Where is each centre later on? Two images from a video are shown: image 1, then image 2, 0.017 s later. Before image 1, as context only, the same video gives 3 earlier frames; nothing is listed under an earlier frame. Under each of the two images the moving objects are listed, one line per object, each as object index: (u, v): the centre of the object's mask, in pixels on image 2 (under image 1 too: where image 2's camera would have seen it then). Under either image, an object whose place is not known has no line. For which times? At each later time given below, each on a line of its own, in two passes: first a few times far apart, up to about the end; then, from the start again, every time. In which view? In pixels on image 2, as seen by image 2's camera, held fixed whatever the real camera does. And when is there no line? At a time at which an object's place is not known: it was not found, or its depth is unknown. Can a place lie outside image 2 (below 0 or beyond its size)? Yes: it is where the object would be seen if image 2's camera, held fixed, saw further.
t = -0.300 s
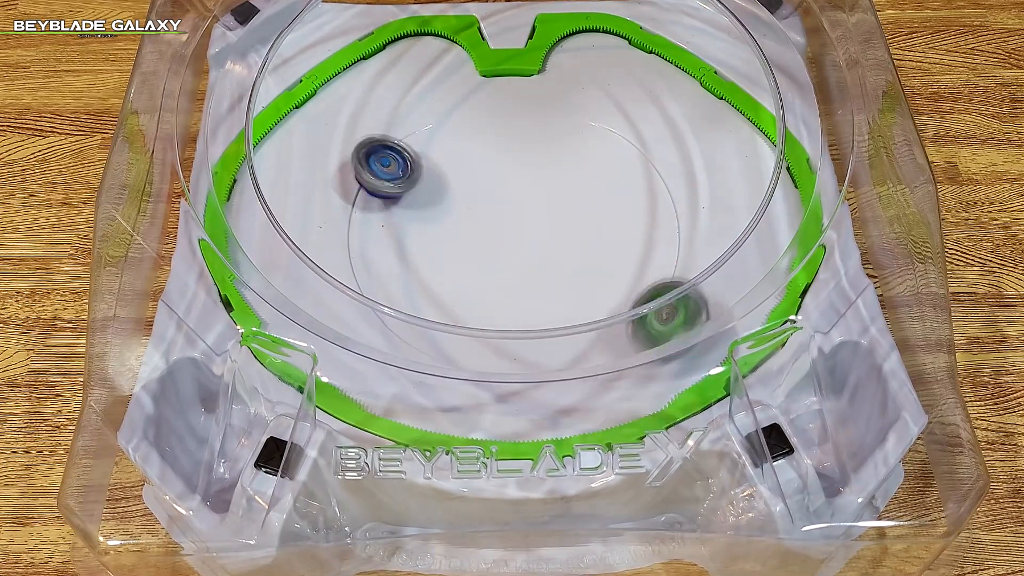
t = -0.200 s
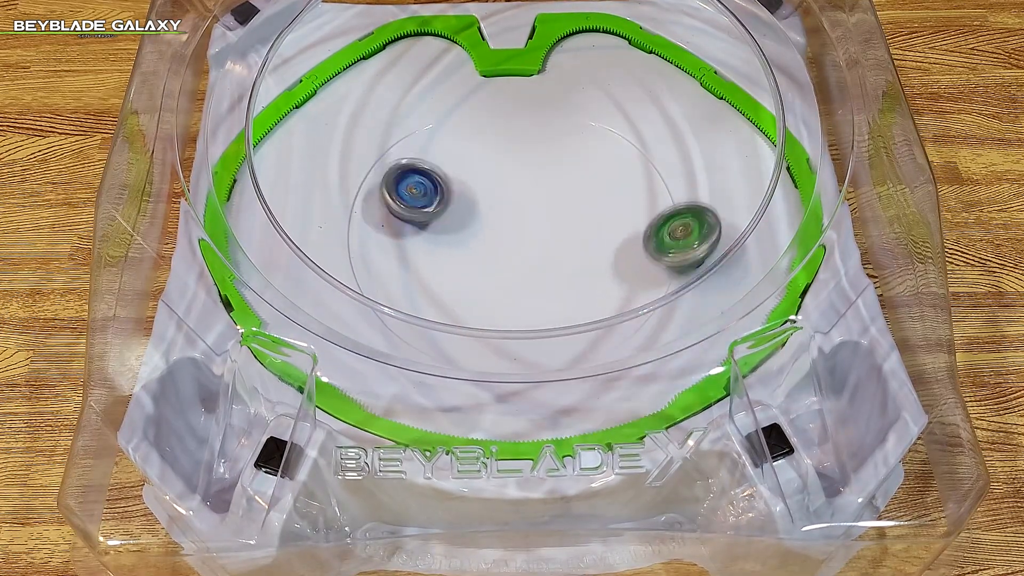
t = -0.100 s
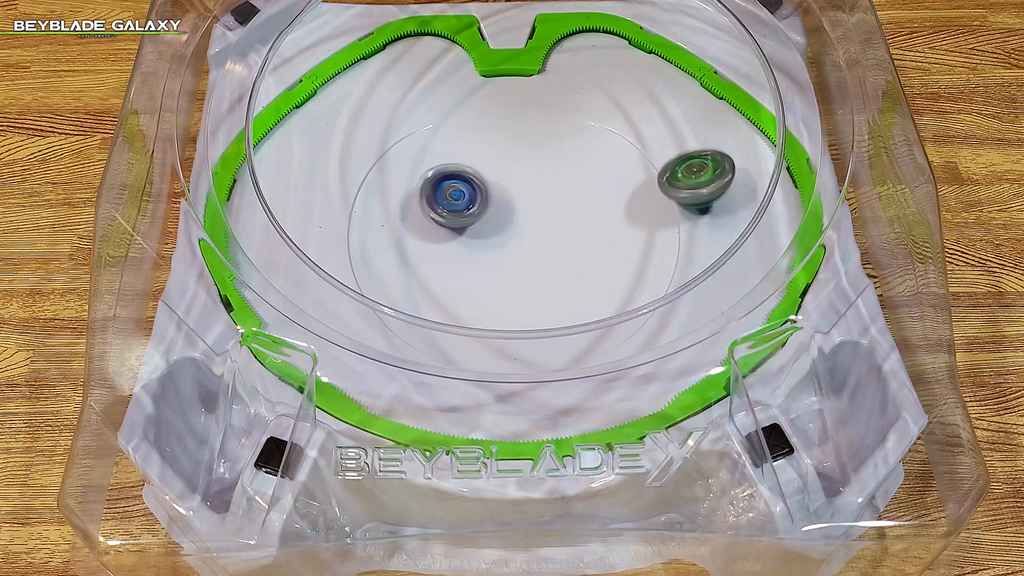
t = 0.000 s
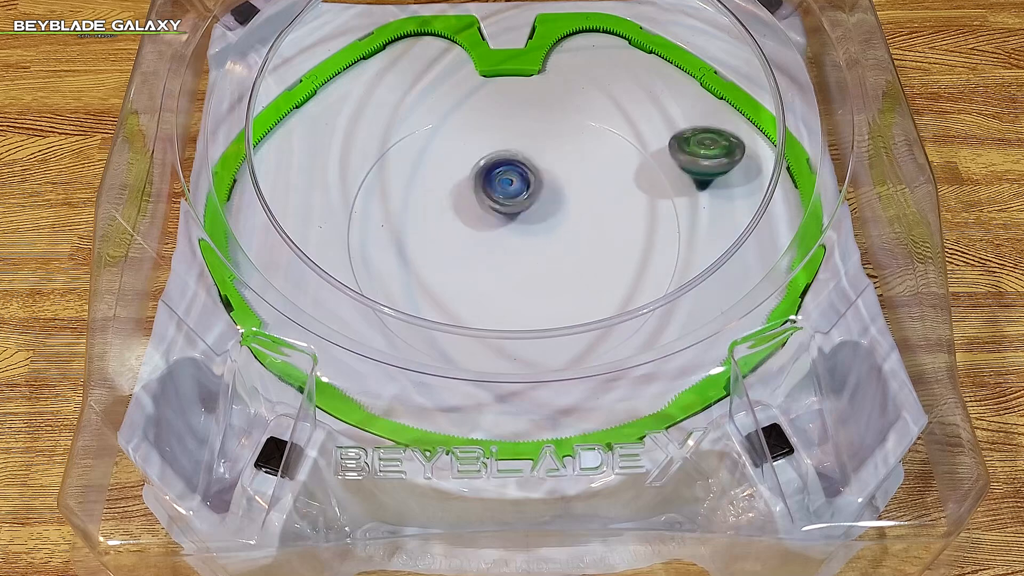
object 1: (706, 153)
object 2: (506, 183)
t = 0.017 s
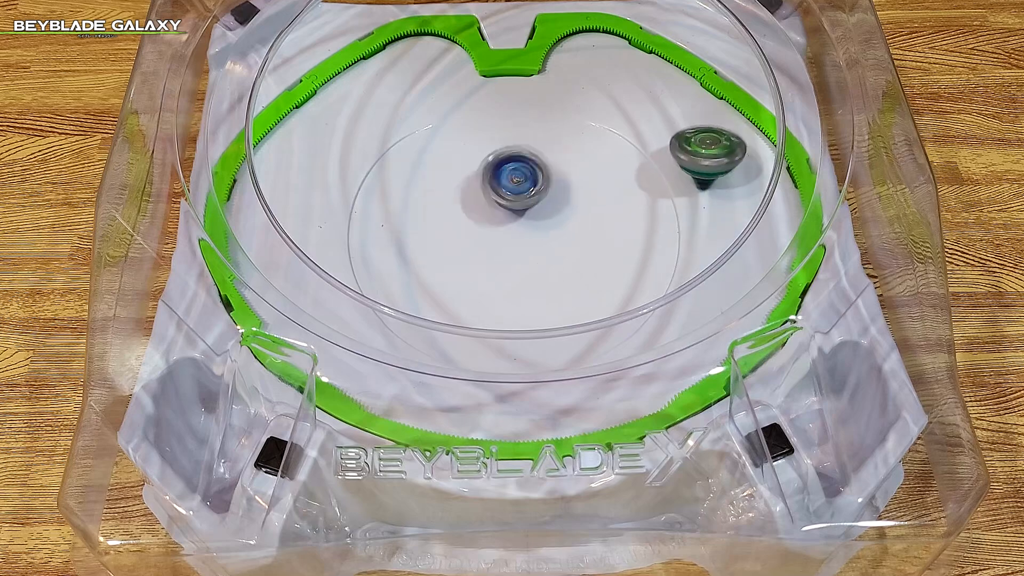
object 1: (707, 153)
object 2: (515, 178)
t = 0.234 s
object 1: (656, 156)
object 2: (565, 127)
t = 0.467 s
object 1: (569, 184)
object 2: (501, 144)
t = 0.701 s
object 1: (687, 348)
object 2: (327, 55)
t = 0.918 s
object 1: (649, 276)
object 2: (354, 66)
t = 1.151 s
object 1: (568, 218)
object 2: (424, 130)
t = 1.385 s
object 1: (514, 283)
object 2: (440, 190)
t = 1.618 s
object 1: (522, 287)
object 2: (449, 222)
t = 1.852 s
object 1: (537, 262)
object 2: (502, 215)
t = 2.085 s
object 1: (530, 251)
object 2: (567, 200)
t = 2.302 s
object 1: (484, 244)
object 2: (581, 193)
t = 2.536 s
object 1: (488, 256)
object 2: (569, 196)
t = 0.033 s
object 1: (707, 153)
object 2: (523, 175)
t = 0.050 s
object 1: (705, 153)
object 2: (529, 170)
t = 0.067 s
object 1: (702, 153)
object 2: (536, 166)
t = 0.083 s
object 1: (700, 153)
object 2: (542, 161)
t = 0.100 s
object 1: (697, 153)
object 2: (547, 156)
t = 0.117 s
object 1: (694, 153)
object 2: (552, 151)
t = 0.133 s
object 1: (690, 153)
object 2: (556, 145)
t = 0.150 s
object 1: (687, 154)
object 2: (559, 141)
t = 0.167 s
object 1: (682, 154)
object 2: (561, 136)
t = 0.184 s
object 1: (677, 153)
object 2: (563, 133)
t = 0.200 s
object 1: (670, 153)
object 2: (564, 130)
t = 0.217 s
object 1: (664, 155)
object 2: (565, 128)
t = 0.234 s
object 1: (656, 156)
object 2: (565, 127)
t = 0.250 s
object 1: (648, 154)
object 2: (566, 125)
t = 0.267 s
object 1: (640, 156)
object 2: (566, 124)
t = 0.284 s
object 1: (632, 157)
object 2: (565, 124)
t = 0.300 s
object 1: (627, 159)
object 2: (561, 122)
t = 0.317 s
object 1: (623, 161)
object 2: (555, 121)
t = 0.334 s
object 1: (619, 164)
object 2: (550, 120)
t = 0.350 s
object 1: (615, 167)
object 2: (545, 120)
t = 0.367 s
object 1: (609, 169)
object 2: (538, 121)
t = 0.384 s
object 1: (603, 173)
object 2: (533, 123)
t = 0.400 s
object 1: (598, 174)
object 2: (526, 126)
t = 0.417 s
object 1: (591, 176)
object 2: (520, 128)
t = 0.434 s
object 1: (583, 180)
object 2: (514, 133)
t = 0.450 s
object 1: (577, 182)
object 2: (507, 138)
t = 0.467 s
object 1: (569, 184)
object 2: (501, 144)
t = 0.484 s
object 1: (563, 187)
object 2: (498, 151)
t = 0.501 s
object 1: (560, 192)
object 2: (492, 155)
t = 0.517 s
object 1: (581, 219)
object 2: (473, 141)
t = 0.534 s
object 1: (600, 247)
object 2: (449, 126)
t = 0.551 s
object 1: (620, 274)
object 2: (428, 114)
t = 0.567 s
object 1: (637, 297)
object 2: (411, 101)
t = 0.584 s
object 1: (650, 316)
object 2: (395, 92)
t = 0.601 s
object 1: (662, 337)
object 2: (379, 84)
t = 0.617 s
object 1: (669, 355)
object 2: (364, 78)
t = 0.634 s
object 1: (681, 387)
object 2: (351, 70)
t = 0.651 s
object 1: (685, 381)
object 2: (340, 62)
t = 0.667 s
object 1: (685, 367)
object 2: (333, 58)
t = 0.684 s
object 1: (685, 352)
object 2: (327, 57)
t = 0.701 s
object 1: (687, 348)
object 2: (327, 55)
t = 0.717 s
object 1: (683, 336)
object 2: (328, 53)
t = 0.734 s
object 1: (682, 336)
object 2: (329, 53)
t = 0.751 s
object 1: (681, 336)
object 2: (329, 54)
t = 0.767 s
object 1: (678, 338)
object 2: (331, 54)
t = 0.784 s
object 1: (675, 329)
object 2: (332, 54)
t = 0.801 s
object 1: (676, 318)
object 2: (333, 54)
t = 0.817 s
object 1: (673, 305)
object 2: (335, 56)
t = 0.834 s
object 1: (673, 300)
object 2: (337, 57)
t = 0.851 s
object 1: (667, 287)
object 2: (339, 56)
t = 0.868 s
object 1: (662, 281)
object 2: (341, 56)
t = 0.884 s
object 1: (657, 274)
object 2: (345, 58)
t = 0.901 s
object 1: (652, 275)
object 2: (349, 61)
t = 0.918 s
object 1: (649, 276)
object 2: (354, 66)
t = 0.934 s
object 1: (647, 270)
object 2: (361, 73)
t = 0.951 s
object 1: (645, 264)
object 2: (367, 77)
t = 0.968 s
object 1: (642, 257)
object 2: (371, 80)
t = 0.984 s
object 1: (638, 253)
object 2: (377, 83)
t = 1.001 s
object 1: (635, 252)
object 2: (384, 85)
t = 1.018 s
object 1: (629, 254)
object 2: (388, 89)
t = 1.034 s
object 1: (625, 256)
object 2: (392, 93)
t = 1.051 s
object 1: (618, 248)
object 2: (396, 97)
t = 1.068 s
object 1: (610, 240)
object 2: (399, 101)
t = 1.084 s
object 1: (603, 236)
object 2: (403, 106)
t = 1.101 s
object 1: (594, 233)
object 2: (408, 109)
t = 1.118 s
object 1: (586, 226)
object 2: (413, 113)
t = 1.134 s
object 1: (576, 220)
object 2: (418, 122)
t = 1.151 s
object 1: (568, 218)
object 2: (424, 130)
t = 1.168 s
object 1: (558, 217)
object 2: (430, 137)
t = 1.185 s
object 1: (547, 213)
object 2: (435, 146)
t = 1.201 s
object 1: (538, 211)
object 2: (440, 155)
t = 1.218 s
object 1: (526, 210)
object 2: (447, 163)
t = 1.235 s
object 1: (515, 208)
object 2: (453, 174)
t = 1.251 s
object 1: (509, 218)
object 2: (452, 175)
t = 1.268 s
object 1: (512, 225)
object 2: (451, 174)
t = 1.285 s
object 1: (511, 233)
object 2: (446, 176)
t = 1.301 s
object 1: (511, 244)
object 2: (445, 174)
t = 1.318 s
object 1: (511, 256)
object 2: (442, 177)
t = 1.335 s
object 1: (512, 269)
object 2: (441, 180)
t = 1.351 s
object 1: (512, 274)
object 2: (440, 183)
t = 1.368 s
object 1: (513, 281)
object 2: (440, 185)
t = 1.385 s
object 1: (514, 283)
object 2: (440, 190)
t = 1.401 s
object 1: (514, 286)
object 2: (440, 195)
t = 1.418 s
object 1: (515, 288)
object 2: (440, 201)
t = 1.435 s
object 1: (514, 289)
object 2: (439, 206)
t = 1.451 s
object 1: (514, 290)
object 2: (439, 207)
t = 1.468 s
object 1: (512, 290)
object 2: (439, 207)
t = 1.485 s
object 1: (513, 291)
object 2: (440, 210)
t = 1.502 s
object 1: (513, 291)
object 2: (440, 214)
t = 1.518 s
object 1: (514, 291)
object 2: (440, 218)
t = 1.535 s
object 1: (515, 290)
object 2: (441, 219)
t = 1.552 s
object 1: (516, 290)
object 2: (440, 219)
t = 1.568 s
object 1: (517, 289)
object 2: (442, 221)
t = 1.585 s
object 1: (519, 289)
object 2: (443, 220)
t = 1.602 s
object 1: (520, 288)
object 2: (446, 220)
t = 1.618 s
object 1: (522, 287)
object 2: (449, 222)
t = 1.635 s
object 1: (522, 286)
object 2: (452, 223)
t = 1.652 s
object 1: (524, 285)
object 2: (455, 226)
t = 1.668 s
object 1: (524, 282)
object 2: (459, 225)
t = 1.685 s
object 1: (525, 281)
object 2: (463, 224)
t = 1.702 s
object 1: (525, 278)
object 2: (465, 226)
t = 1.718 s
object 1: (525, 276)
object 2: (468, 229)
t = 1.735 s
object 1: (525, 273)
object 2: (471, 232)
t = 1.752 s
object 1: (525, 271)
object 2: (474, 233)
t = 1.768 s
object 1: (526, 267)
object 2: (477, 228)
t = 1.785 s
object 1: (528, 267)
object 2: (483, 223)
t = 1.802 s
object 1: (530, 267)
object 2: (488, 222)
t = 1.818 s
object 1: (532, 266)
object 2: (491, 221)
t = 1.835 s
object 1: (535, 262)
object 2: (496, 218)
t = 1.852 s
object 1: (537, 262)
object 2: (502, 215)
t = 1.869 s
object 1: (538, 263)
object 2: (511, 211)
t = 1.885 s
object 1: (539, 264)
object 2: (519, 208)
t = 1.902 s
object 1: (540, 264)
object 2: (527, 203)
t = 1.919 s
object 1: (540, 265)
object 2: (534, 200)
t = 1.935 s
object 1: (540, 264)
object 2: (541, 198)
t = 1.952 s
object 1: (539, 264)
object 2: (547, 196)
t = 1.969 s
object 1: (538, 262)
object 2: (553, 195)
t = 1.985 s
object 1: (537, 263)
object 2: (559, 196)
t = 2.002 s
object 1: (535, 261)
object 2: (562, 195)
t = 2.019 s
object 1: (534, 261)
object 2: (565, 196)
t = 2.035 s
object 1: (533, 258)
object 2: (567, 196)
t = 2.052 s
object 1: (532, 257)
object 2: (568, 197)
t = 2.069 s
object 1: (530, 253)
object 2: (567, 198)
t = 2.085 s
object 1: (530, 251)
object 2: (567, 200)
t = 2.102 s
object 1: (529, 248)
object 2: (566, 200)
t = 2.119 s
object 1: (528, 245)
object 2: (566, 200)
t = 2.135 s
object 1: (527, 242)
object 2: (566, 200)
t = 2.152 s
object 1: (527, 239)
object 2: (566, 200)
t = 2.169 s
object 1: (526, 236)
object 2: (567, 199)
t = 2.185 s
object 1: (523, 235)
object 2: (569, 200)
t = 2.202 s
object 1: (514, 234)
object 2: (572, 197)
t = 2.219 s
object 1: (509, 238)
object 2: (575, 195)
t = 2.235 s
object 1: (501, 240)
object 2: (578, 194)
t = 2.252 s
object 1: (497, 239)
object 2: (580, 193)
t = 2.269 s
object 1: (491, 242)
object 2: (581, 192)
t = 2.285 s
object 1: (488, 242)
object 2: (582, 193)
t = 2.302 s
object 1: (484, 244)
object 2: (581, 193)
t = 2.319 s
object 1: (482, 245)
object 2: (578, 193)
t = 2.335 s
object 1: (480, 247)
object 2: (575, 194)
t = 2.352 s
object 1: (479, 249)
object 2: (573, 194)
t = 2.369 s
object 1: (479, 249)
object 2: (571, 195)
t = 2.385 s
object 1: (478, 251)
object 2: (570, 195)
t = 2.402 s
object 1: (478, 251)
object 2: (569, 196)
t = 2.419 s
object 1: (478, 253)
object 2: (569, 196)
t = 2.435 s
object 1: (479, 252)
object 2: (569, 196)
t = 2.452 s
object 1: (479, 254)
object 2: (569, 196)
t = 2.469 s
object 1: (481, 253)
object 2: (569, 195)
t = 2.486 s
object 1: (482, 254)
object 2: (569, 195)
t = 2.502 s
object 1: (484, 255)
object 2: (569, 196)
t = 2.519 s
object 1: (486, 255)
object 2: (569, 196)
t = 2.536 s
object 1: (488, 256)
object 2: (569, 196)
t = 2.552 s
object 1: (491, 254)
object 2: (569, 195)
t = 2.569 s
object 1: (492, 255)
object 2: (569, 196)
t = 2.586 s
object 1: (495, 255)
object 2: (569, 196)
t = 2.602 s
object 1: (495, 255)
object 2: (569, 196)
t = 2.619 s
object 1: (498, 255)
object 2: (569, 196)
